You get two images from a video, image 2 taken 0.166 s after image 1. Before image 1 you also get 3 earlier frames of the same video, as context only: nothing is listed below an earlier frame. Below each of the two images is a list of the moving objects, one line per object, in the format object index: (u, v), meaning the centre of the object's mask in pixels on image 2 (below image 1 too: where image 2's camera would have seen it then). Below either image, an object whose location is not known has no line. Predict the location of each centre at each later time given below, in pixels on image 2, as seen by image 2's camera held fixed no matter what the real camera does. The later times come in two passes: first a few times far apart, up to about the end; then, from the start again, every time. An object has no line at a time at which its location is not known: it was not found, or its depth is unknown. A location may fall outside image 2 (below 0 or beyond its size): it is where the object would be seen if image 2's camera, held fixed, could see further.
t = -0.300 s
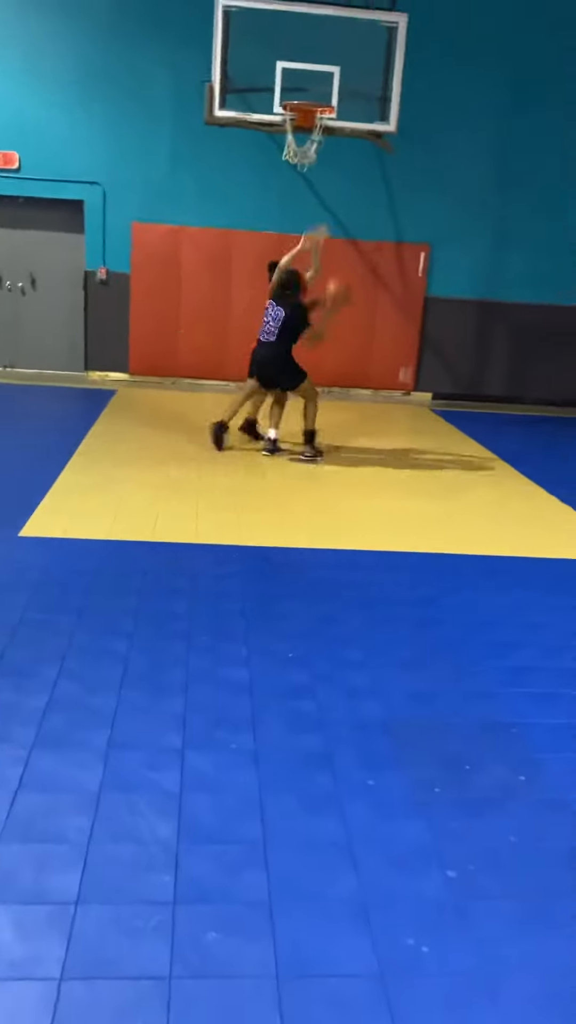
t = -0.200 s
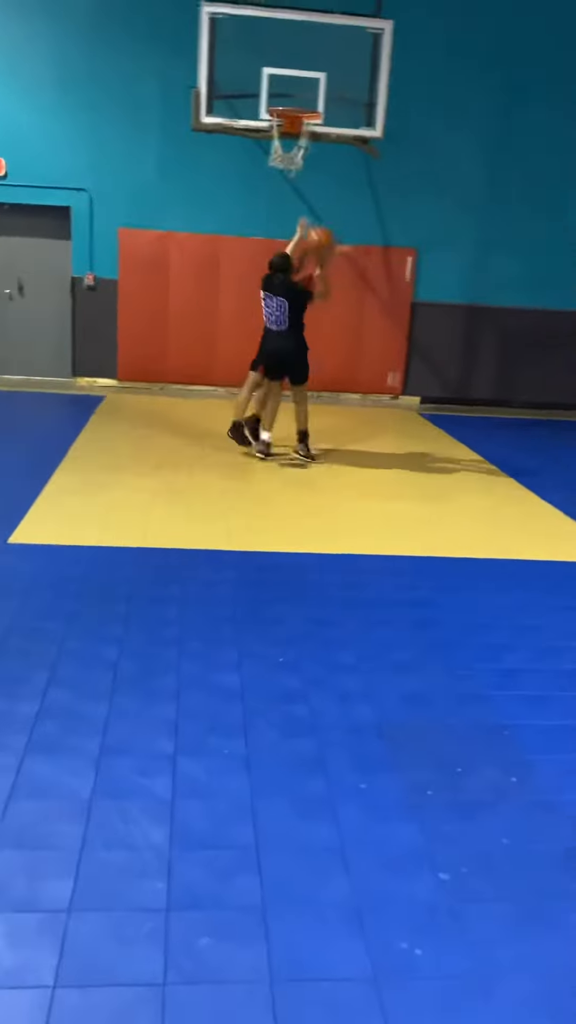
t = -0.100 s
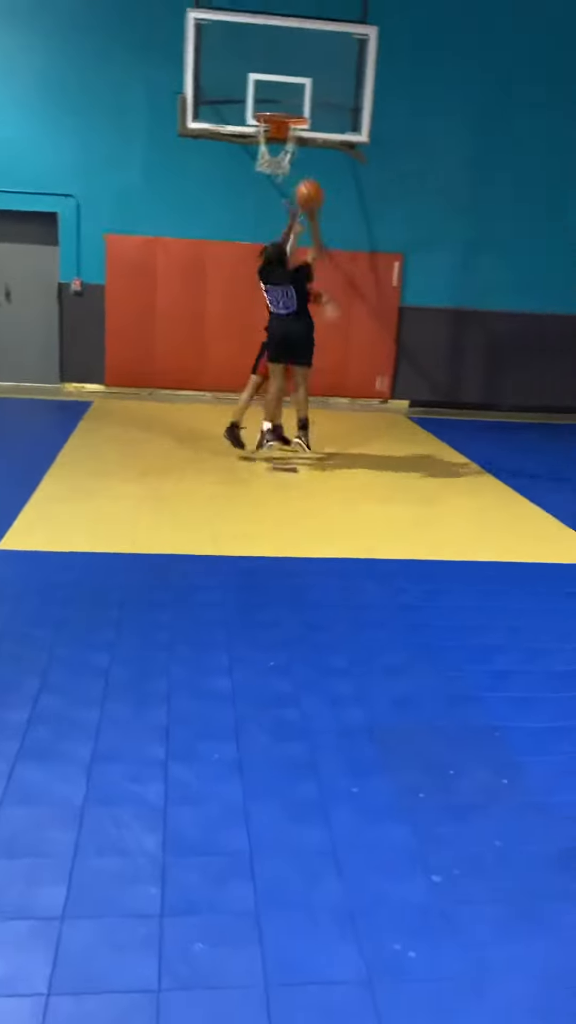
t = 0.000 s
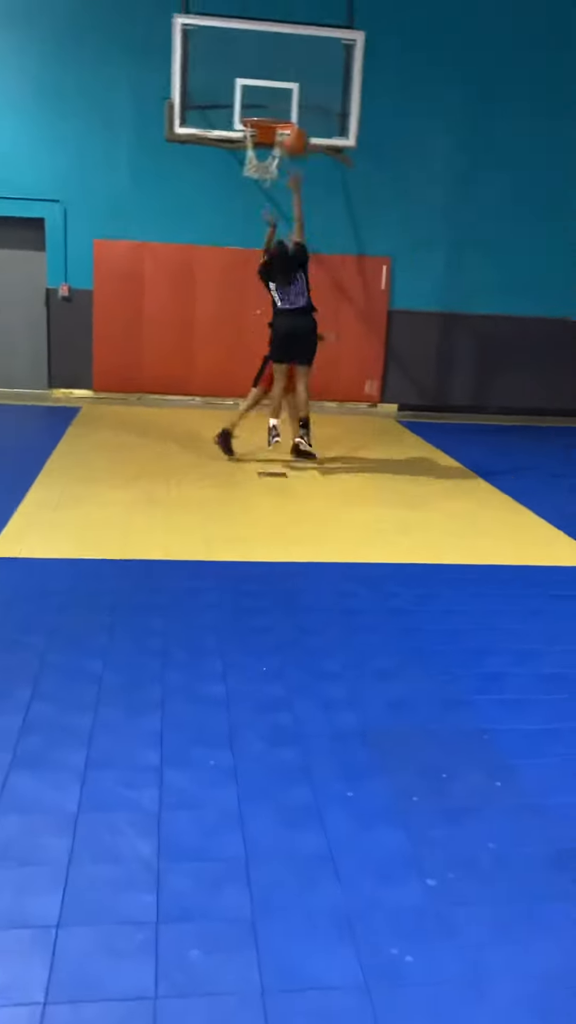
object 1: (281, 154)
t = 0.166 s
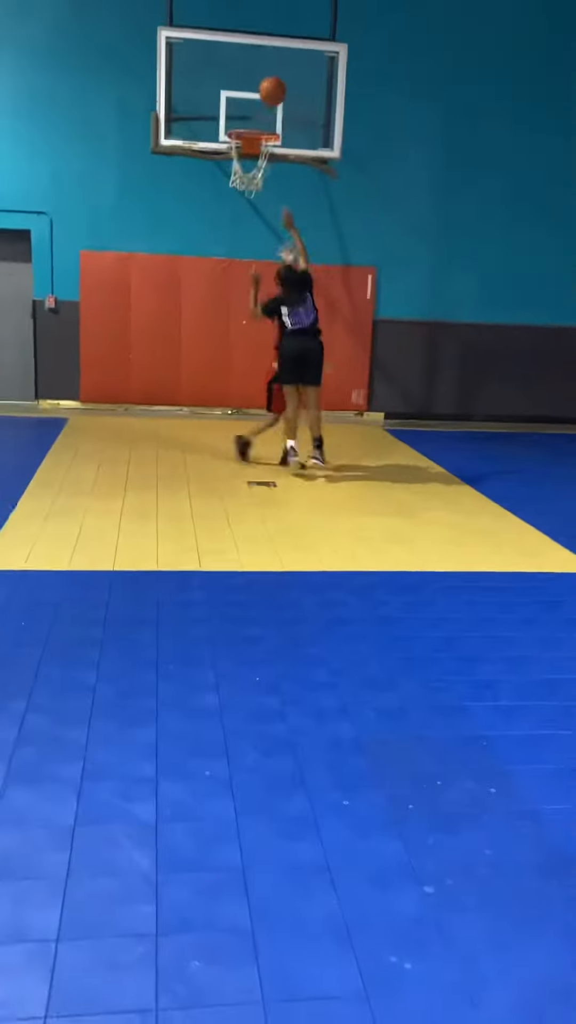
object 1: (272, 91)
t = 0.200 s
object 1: (271, 83)
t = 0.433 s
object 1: (257, 67)
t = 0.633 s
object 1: (244, 104)
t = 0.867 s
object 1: (248, 168)
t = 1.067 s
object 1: (252, 274)
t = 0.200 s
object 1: (271, 83)
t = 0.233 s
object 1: (269, 77)
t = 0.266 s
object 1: (267, 72)
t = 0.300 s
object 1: (264, 69)
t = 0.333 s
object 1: (263, 67)
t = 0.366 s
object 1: (261, 65)
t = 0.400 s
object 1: (259, 65)
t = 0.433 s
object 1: (257, 67)
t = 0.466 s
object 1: (256, 69)
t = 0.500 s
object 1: (253, 74)
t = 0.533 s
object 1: (251, 80)
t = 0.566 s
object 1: (249, 86)
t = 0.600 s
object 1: (247, 94)
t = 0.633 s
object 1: (244, 104)
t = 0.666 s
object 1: (245, 110)
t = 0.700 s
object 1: (246, 117)
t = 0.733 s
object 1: (246, 122)
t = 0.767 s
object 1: (247, 125)
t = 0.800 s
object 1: (248, 145)
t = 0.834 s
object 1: (248, 153)
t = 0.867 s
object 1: (248, 168)
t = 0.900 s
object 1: (249, 183)
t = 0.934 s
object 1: (250, 198)
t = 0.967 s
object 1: (251, 215)
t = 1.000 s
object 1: (251, 233)
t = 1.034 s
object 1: (251, 252)
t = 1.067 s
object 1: (252, 274)
